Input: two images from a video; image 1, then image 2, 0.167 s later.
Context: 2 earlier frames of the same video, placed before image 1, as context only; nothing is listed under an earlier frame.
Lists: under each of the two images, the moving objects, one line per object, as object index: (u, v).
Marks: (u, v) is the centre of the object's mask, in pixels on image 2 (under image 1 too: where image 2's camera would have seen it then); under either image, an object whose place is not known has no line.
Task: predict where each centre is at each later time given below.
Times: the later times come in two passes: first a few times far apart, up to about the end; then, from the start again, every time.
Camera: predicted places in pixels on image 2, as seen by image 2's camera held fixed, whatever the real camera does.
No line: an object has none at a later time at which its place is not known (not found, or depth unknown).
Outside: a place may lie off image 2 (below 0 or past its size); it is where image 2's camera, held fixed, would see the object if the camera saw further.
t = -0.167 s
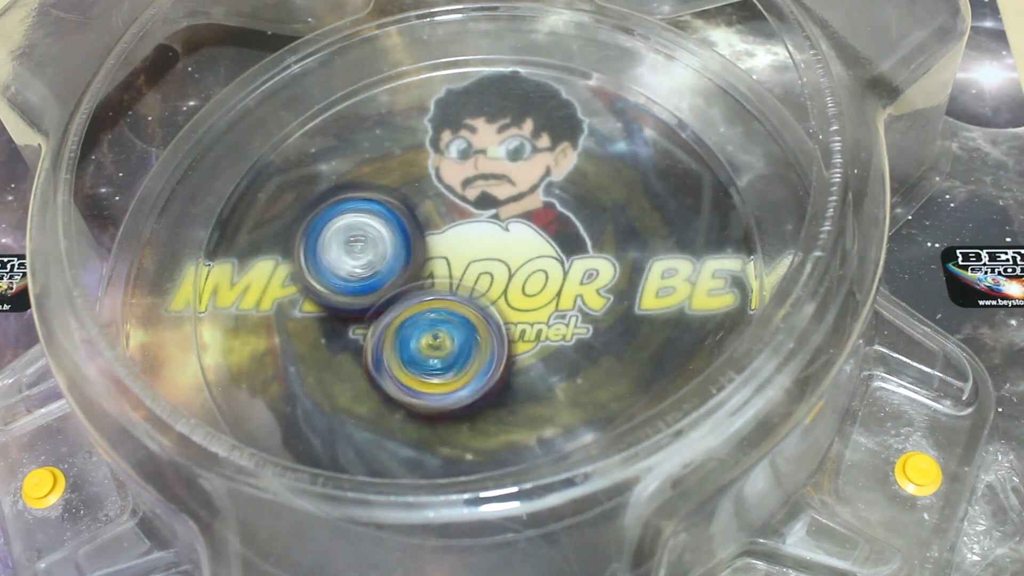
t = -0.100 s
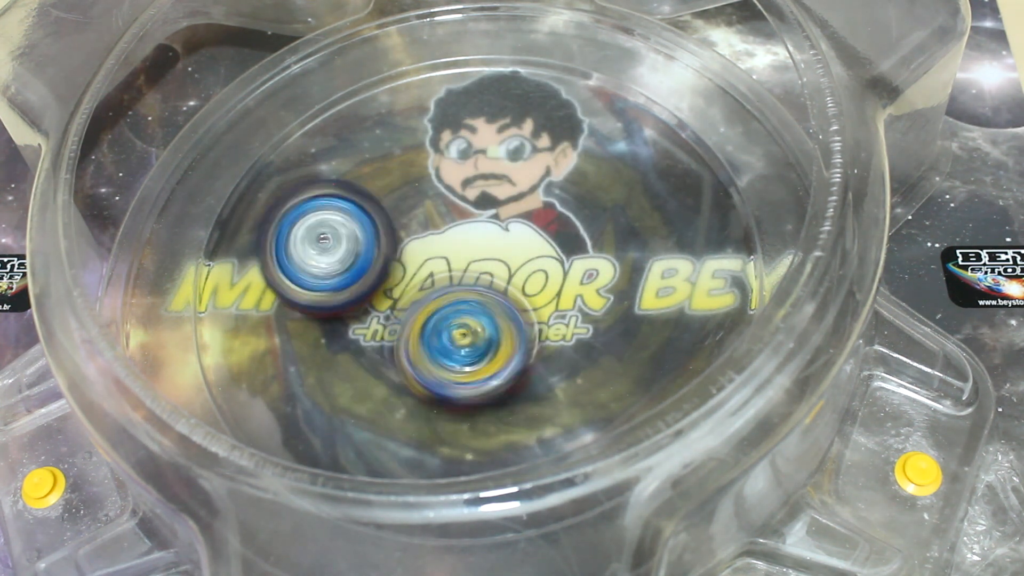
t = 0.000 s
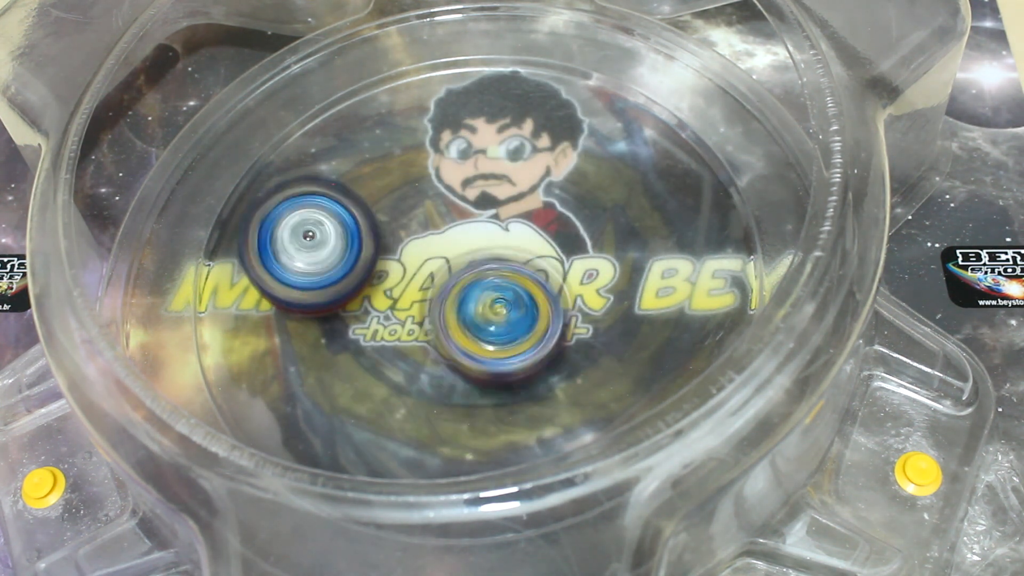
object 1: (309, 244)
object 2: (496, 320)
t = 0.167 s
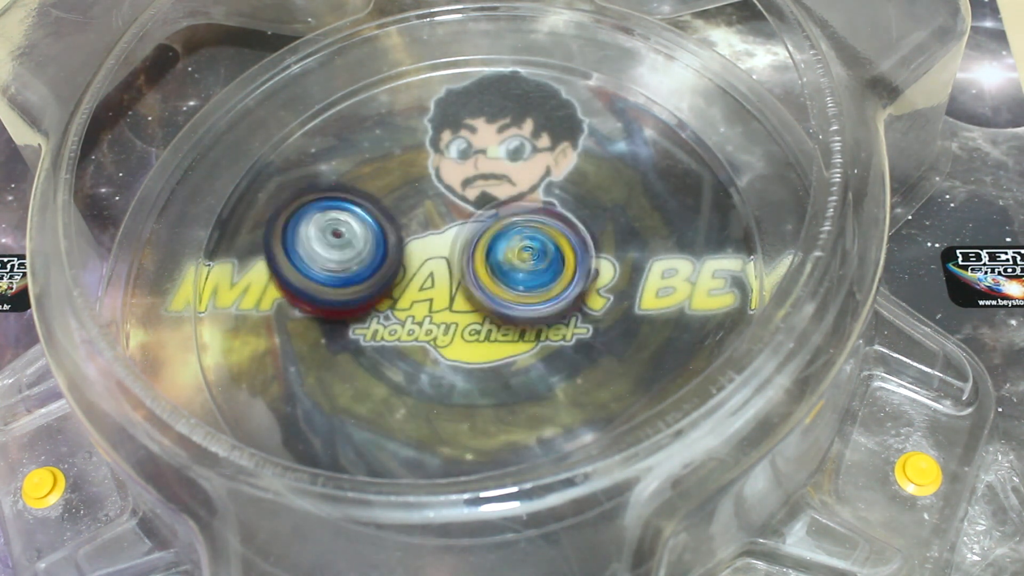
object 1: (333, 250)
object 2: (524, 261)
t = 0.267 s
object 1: (355, 255)
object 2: (527, 231)
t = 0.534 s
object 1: (396, 368)
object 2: (525, 158)
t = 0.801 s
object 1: (425, 427)
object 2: (550, 103)
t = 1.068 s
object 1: (481, 340)
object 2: (539, 163)
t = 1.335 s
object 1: (627, 293)
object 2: (486, 158)
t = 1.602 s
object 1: (607, 281)
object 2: (413, 160)
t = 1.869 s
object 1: (524, 208)
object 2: (378, 212)
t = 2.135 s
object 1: (506, 188)
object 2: (343, 256)
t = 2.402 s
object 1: (469, 210)
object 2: (354, 299)
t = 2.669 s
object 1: (461, 208)
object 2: (376, 328)
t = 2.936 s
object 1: (473, 219)
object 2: (406, 333)
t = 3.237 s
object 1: (510, 228)
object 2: (411, 344)
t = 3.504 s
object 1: (515, 233)
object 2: (438, 351)
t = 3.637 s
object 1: (505, 235)
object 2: (430, 359)
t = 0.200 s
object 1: (340, 252)
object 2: (525, 252)
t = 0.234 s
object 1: (348, 252)
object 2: (528, 240)
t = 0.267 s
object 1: (355, 255)
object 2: (527, 231)
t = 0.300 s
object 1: (364, 257)
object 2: (524, 219)
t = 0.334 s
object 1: (372, 260)
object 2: (523, 212)
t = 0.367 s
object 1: (383, 263)
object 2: (518, 203)
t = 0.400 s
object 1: (394, 269)
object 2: (514, 194)
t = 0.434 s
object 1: (405, 280)
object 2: (509, 189)
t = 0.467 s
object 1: (399, 311)
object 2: (521, 169)
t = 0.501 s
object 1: (396, 342)
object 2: (528, 163)
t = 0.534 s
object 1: (396, 368)
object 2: (525, 158)
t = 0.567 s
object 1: (398, 389)
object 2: (525, 145)
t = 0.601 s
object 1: (404, 407)
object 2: (533, 136)
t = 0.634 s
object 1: (409, 416)
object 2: (537, 130)
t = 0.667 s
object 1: (413, 422)
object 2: (539, 122)
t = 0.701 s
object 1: (418, 426)
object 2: (546, 114)
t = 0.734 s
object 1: (421, 428)
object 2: (547, 108)
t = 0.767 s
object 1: (424, 428)
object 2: (552, 105)
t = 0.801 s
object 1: (425, 427)
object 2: (550, 103)
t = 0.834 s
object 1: (428, 424)
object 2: (551, 106)
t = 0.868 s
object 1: (433, 419)
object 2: (550, 111)
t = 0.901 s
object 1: (436, 412)
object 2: (548, 121)
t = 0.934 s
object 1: (441, 399)
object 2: (547, 126)
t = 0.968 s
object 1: (447, 387)
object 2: (546, 134)
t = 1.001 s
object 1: (457, 373)
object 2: (544, 148)
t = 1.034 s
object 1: (468, 357)
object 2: (541, 158)
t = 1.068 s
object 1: (481, 340)
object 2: (539, 163)
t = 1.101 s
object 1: (497, 320)
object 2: (535, 172)
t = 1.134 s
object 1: (513, 301)
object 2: (530, 181)
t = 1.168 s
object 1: (531, 296)
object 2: (530, 179)
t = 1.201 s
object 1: (553, 301)
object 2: (526, 173)
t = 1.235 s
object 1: (574, 302)
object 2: (522, 171)
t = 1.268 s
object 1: (594, 299)
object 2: (507, 169)
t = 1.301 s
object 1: (613, 296)
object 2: (493, 163)
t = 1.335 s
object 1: (627, 293)
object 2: (486, 158)
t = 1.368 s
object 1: (636, 288)
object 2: (479, 158)
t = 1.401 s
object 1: (642, 286)
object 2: (469, 157)
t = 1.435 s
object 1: (642, 284)
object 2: (456, 151)
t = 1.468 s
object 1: (640, 283)
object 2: (449, 150)
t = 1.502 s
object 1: (633, 283)
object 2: (440, 152)
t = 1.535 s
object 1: (626, 283)
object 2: (428, 151)
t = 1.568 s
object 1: (618, 282)
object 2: (421, 155)
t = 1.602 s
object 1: (607, 281)
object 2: (413, 160)
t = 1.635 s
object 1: (593, 276)
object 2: (405, 167)
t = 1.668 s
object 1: (578, 270)
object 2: (402, 173)
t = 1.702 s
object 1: (562, 262)
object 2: (398, 183)
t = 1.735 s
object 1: (541, 252)
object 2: (394, 189)
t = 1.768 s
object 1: (525, 241)
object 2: (394, 198)
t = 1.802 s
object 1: (516, 227)
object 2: (387, 206)
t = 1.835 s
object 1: (520, 216)
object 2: (377, 209)
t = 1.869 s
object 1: (524, 208)
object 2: (378, 212)
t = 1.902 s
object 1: (526, 200)
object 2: (378, 217)
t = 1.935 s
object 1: (524, 194)
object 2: (369, 225)
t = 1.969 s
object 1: (522, 189)
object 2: (359, 230)
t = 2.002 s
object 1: (519, 186)
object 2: (352, 234)
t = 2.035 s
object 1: (517, 185)
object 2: (349, 239)
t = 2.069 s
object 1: (513, 185)
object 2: (346, 248)
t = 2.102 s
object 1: (511, 187)
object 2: (341, 255)
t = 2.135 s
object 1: (506, 188)
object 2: (343, 256)
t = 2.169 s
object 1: (502, 190)
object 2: (341, 262)
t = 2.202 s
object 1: (498, 193)
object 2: (341, 270)
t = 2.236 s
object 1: (494, 196)
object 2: (344, 273)
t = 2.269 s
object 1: (488, 200)
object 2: (353, 276)
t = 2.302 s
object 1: (480, 206)
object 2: (360, 283)
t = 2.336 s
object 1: (472, 211)
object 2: (363, 288)
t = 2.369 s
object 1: (468, 212)
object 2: (360, 296)
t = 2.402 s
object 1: (469, 210)
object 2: (354, 299)
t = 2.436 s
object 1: (469, 208)
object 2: (358, 303)
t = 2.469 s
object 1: (469, 207)
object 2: (361, 304)
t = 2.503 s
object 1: (468, 206)
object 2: (367, 309)
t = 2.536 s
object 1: (468, 205)
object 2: (371, 317)
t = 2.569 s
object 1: (466, 205)
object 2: (371, 328)
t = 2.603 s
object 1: (465, 205)
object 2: (369, 331)
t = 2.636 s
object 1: (463, 206)
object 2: (370, 329)
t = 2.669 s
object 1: (461, 208)
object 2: (376, 328)
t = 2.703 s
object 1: (462, 211)
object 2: (386, 330)
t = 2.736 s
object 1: (464, 214)
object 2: (389, 335)
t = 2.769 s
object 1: (466, 215)
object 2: (389, 343)
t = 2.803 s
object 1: (470, 216)
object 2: (384, 340)
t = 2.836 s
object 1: (471, 217)
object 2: (382, 341)
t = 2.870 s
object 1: (473, 217)
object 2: (385, 334)
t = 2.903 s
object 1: (472, 218)
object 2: (394, 330)
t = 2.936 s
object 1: (473, 219)
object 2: (406, 333)
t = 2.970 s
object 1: (473, 221)
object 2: (411, 342)
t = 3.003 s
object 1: (475, 224)
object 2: (409, 348)
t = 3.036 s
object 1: (476, 228)
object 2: (410, 346)
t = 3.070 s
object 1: (479, 231)
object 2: (409, 342)
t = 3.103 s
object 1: (480, 235)
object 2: (413, 339)
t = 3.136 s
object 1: (487, 233)
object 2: (409, 344)
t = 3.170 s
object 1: (496, 230)
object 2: (406, 348)
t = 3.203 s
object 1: (504, 229)
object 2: (406, 347)
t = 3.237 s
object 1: (510, 228)
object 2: (411, 344)
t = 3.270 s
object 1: (514, 228)
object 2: (411, 342)
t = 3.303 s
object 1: (518, 226)
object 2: (419, 338)
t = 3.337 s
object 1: (521, 224)
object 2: (424, 339)
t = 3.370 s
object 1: (524, 225)
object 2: (436, 344)
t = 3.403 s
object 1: (524, 227)
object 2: (439, 347)
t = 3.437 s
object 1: (522, 230)
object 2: (439, 350)
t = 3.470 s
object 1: (519, 232)
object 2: (439, 351)
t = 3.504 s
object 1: (515, 233)
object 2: (438, 351)
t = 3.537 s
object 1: (513, 235)
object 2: (441, 350)
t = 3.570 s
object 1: (510, 233)
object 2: (439, 353)
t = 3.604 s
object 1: (508, 233)
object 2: (434, 357)
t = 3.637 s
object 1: (505, 235)
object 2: (430, 359)
